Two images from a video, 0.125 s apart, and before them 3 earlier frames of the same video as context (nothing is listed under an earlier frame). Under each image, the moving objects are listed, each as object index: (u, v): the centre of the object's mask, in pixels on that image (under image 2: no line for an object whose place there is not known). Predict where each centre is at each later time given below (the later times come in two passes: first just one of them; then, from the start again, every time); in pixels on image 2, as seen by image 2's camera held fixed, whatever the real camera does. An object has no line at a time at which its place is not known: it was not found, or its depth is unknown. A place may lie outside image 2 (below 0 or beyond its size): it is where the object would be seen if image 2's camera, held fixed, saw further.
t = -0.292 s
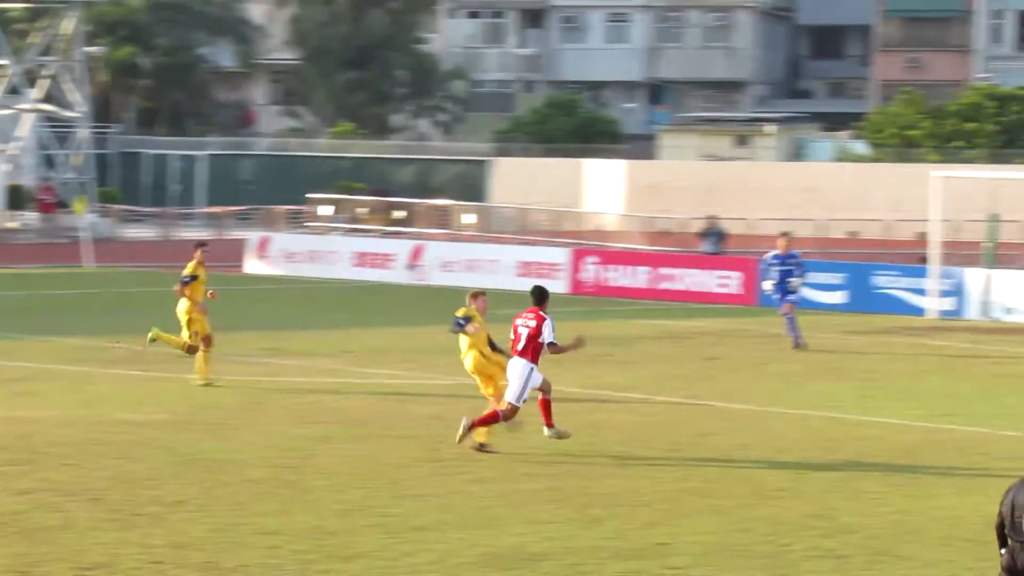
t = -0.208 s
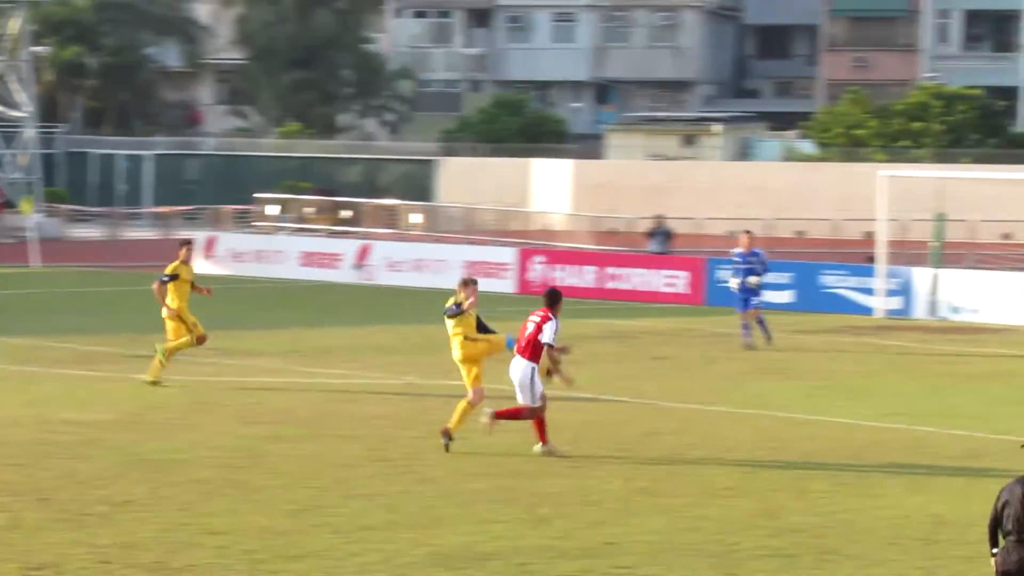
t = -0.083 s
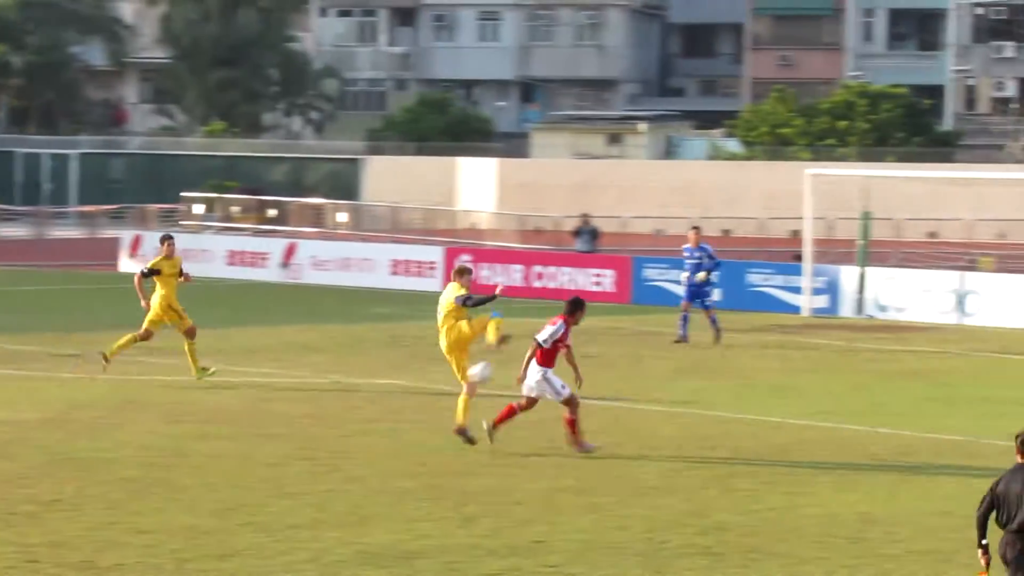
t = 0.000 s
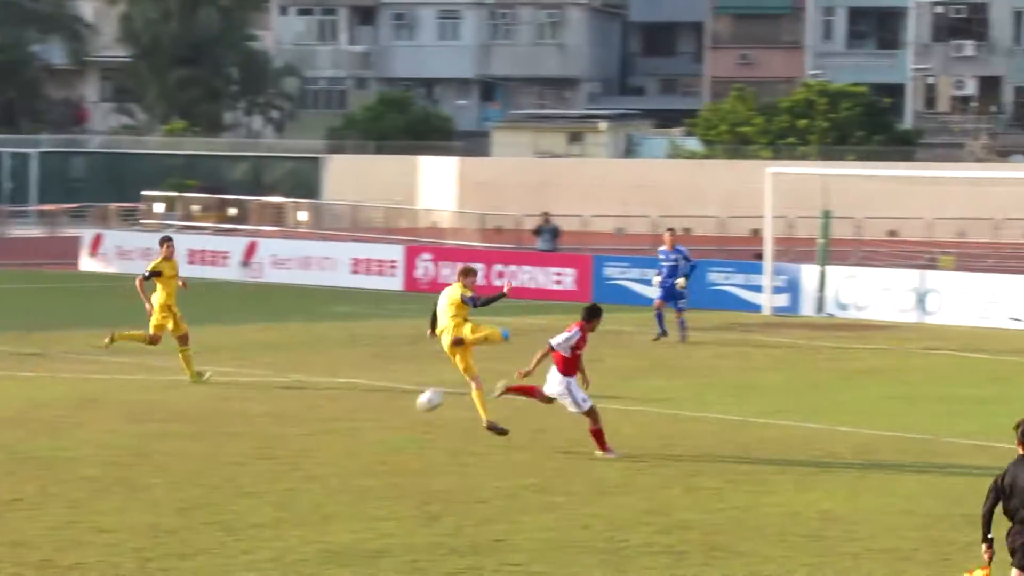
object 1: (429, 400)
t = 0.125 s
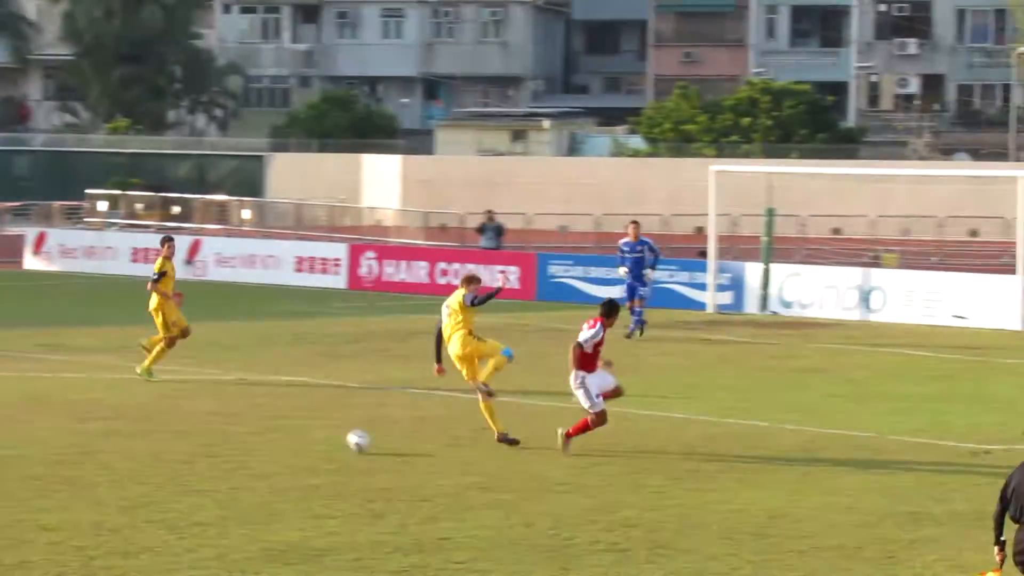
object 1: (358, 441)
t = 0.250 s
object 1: (354, 412)
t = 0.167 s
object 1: (357, 429)
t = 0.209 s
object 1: (355, 419)
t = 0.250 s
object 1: (354, 412)
